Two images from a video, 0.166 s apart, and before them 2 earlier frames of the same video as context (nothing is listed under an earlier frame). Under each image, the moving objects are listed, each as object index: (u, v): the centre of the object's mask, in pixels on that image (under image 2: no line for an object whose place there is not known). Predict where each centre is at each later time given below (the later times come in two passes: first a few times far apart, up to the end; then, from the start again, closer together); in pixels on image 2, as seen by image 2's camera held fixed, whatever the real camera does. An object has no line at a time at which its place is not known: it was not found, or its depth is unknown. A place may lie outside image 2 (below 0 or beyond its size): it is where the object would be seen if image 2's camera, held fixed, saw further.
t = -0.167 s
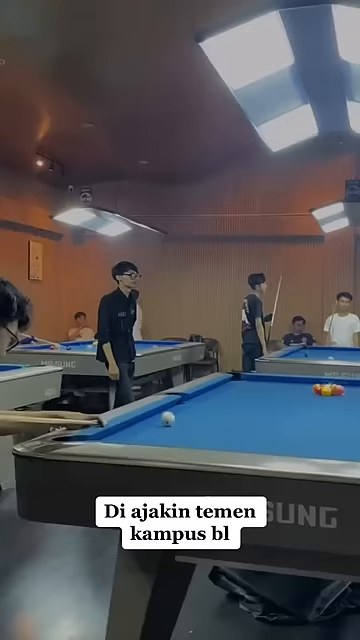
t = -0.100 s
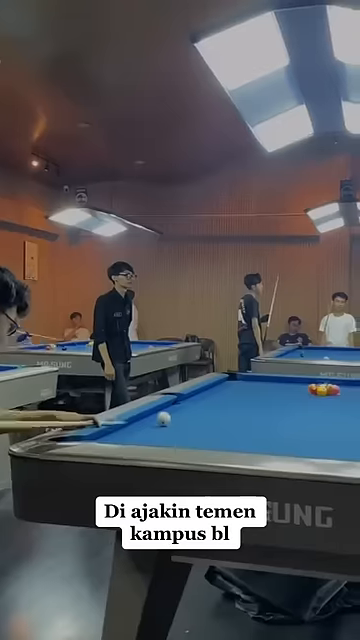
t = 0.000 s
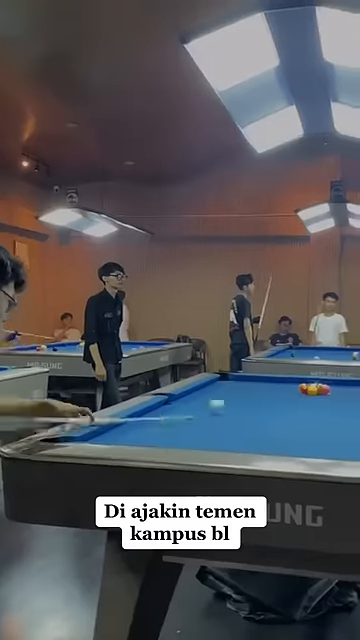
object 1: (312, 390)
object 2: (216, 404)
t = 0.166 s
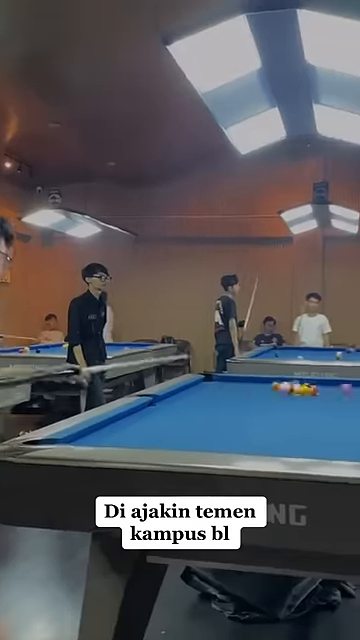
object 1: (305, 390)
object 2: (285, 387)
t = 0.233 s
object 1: (315, 392)
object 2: (277, 388)
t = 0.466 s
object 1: (347, 398)
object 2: (254, 391)
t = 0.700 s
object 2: (240, 390)
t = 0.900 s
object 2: (230, 390)
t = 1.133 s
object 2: (218, 389)
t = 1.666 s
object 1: (358, 415)
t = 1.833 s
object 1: (343, 415)
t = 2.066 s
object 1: (322, 416)
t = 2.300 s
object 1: (303, 417)
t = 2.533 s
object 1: (283, 417)
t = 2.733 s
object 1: (267, 418)
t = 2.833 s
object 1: (260, 418)
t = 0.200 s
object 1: (310, 392)
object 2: (281, 386)
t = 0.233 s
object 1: (315, 392)
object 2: (277, 388)
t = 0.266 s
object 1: (320, 393)
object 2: (273, 391)
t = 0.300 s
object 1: (325, 395)
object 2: (270, 390)
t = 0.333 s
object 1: (329, 395)
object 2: (266, 391)
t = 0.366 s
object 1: (333, 396)
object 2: (262, 391)
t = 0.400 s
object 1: (338, 396)
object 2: (260, 391)
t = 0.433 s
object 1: (342, 398)
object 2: (256, 391)
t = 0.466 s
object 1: (347, 398)
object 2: (254, 391)
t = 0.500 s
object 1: (352, 399)
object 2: (252, 391)
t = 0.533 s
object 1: (357, 400)
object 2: (250, 391)
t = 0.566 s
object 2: (248, 391)
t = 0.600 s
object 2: (246, 391)
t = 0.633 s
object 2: (244, 391)
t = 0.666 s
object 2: (243, 391)
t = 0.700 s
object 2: (240, 390)
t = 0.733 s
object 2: (238, 390)
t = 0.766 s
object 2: (237, 390)
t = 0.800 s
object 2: (235, 390)
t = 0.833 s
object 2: (233, 390)
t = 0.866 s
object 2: (231, 390)
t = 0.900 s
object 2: (230, 390)
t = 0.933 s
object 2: (228, 390)
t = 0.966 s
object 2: (226, 390)
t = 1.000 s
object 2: (225, 390)
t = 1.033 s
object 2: (223, 390)
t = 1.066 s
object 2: (221, 390)
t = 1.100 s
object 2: (220, 389)
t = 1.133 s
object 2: (218, 389)
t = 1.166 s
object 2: (216, 389)
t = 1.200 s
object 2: (215, 389)
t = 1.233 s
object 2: (213, 389)
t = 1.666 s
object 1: (358, 415)
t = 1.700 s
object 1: (355, 415)
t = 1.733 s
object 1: (352, 415)
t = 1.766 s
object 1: (349, 415)
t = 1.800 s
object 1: (346, 415)
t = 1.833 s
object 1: (343, 415)
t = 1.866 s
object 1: (340, 416)
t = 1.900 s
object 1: (337, 416)
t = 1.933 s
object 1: (334, 416)
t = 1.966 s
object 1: (331, 416)
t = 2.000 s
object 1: (328, 416)
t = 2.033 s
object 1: (325, 416)
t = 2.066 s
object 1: (322, 416)
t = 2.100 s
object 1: (320, 416)
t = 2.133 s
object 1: (317, 416)
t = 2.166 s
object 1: (314, 416)
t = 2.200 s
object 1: (311, 416)
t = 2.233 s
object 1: (309, 417)
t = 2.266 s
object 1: (306, 417)
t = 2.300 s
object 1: (303, 417)
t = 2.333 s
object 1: (300, 417)
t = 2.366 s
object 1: (297, 417)
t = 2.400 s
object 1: (294, 417)
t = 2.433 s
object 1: (291, 417)
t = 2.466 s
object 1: (288, 417)
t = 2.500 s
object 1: (286, 417)
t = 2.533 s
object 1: (283, 417)
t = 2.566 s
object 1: (281, 418)
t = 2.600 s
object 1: (278, 418)
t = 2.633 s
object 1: (276, 418)
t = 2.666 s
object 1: (273, 418)
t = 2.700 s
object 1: (270, 418)
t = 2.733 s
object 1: (267, 418)
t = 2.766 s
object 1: (265, 418)
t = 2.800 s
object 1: (262, 418)
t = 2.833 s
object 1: (260, 418)
